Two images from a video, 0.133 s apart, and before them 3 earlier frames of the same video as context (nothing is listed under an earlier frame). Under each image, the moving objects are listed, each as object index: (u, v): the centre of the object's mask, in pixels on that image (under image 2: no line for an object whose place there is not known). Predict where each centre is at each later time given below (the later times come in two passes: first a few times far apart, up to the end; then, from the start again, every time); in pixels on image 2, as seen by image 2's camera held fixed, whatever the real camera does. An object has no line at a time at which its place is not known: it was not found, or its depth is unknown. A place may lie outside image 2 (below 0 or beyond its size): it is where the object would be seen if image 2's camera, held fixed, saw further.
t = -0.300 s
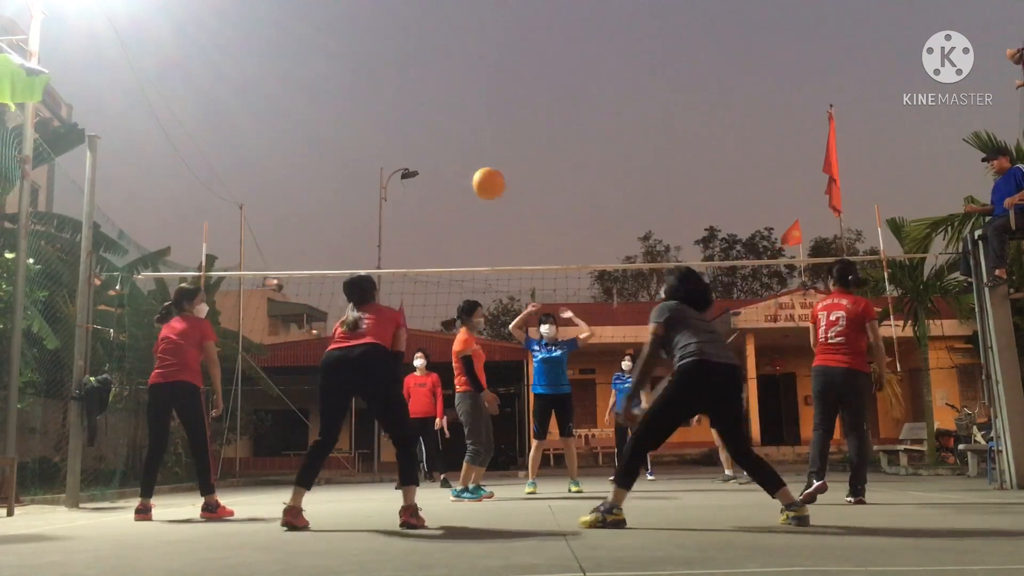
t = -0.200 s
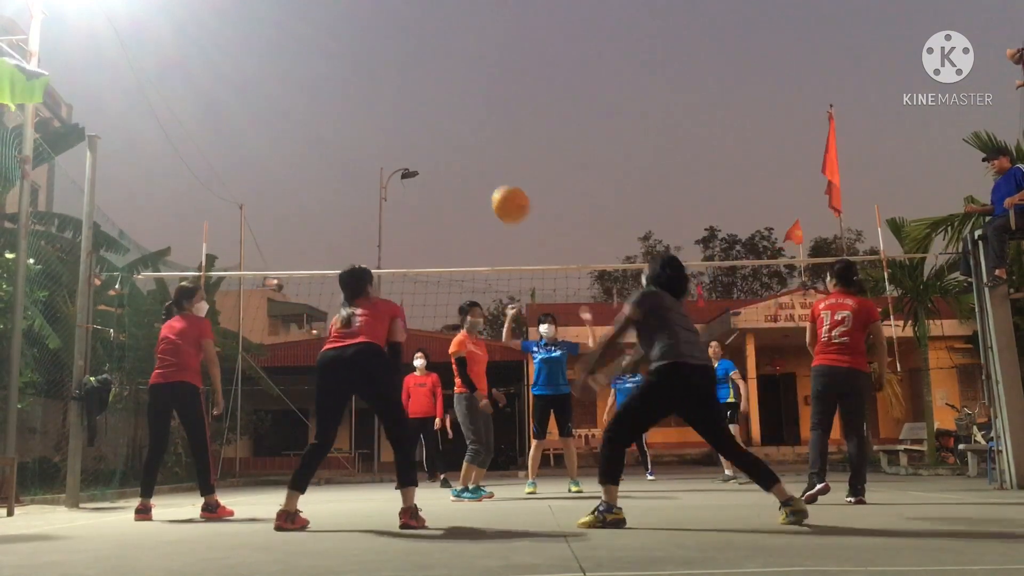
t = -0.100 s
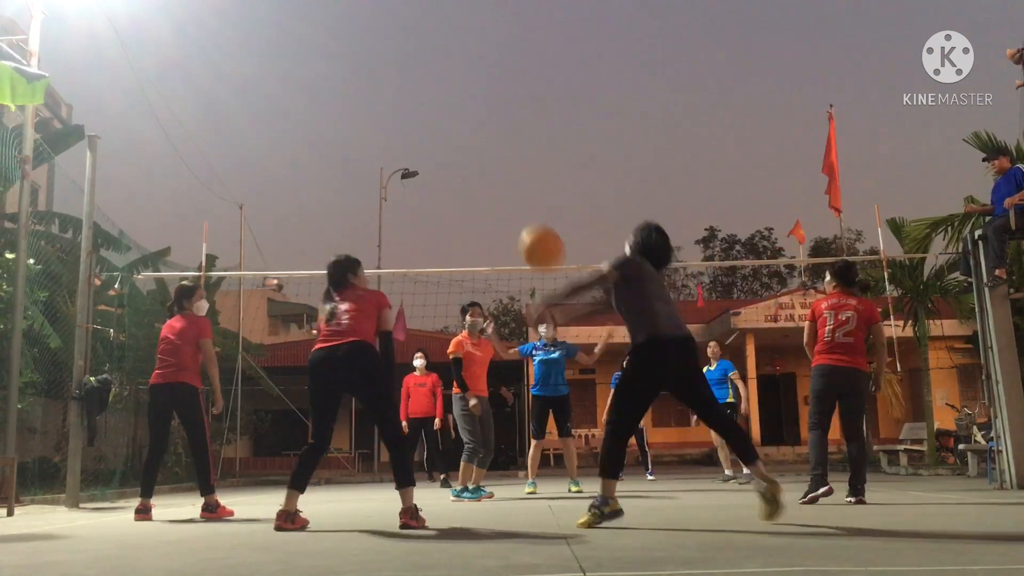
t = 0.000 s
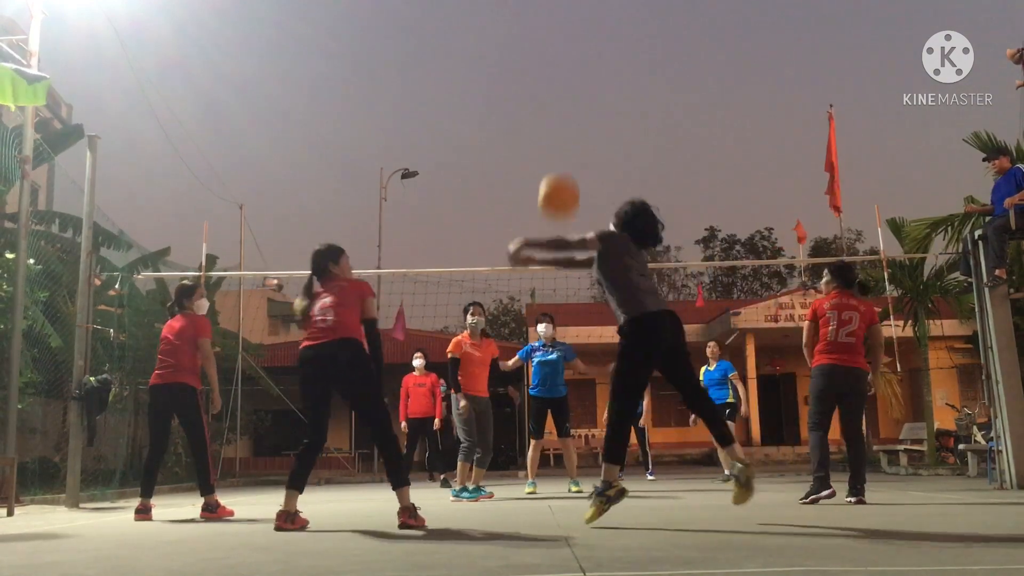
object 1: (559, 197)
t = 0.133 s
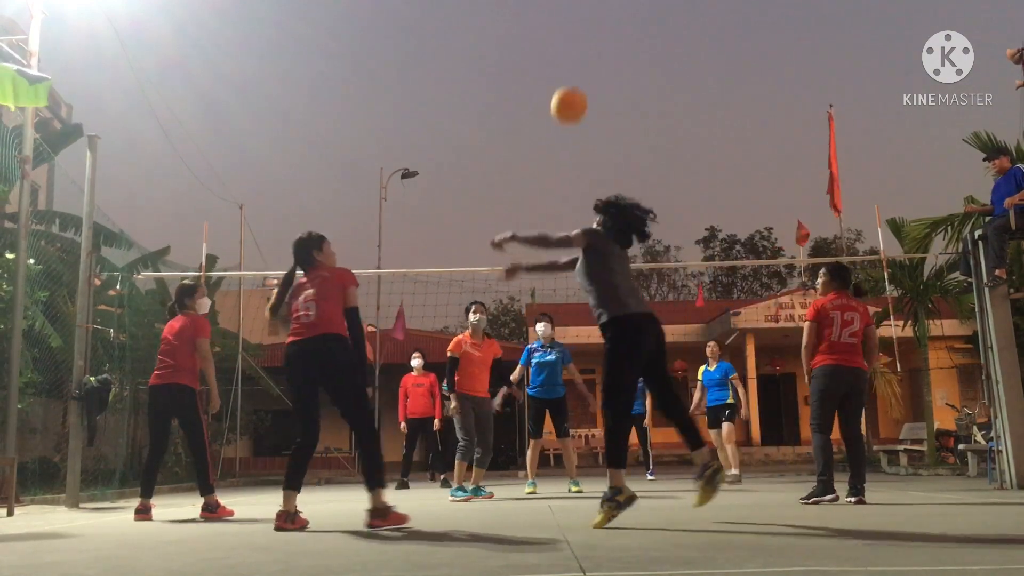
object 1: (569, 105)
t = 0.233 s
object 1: (572, 67)
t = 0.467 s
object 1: (572, 37)
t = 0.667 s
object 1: (567, 57)
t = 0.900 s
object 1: (560, 116)
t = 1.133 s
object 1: (554, 203)
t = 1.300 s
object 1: (551, 281)
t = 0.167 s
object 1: (570, 90)
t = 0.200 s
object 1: (572, 78)
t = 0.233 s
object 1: (572, 67)
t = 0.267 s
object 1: (572, 58)
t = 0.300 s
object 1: (573, 51)
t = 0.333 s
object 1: (573, 45)
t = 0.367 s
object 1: (573, 41)
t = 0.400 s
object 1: (573, 38)
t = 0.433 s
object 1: (572, 37)
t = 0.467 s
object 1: (572, 37)
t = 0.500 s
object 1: (571, 38)
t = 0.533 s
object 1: (571, 40)
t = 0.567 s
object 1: (570, 43)
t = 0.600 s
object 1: (569, 47)
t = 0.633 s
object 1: (568, 52)
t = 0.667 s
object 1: (567, 57)
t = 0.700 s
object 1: (566, 64)
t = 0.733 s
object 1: (565, 71)
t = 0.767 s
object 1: (565, 78)
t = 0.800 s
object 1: (564, 87)
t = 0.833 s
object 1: (563, 96)
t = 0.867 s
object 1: (562, 105)
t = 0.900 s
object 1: (560, 116)
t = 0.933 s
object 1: (560, 126)
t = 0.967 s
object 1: (558, 138)
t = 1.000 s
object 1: (558, 150)
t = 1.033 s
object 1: (556, 162)
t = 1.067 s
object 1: (556, 175)
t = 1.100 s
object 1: (555, 189)
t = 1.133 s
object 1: (554, 203)
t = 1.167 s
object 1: (553, 218)
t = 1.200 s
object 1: (552, 234)
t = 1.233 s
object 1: (552, 249)
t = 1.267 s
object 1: (552, 265)
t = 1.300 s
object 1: (551, 281)
